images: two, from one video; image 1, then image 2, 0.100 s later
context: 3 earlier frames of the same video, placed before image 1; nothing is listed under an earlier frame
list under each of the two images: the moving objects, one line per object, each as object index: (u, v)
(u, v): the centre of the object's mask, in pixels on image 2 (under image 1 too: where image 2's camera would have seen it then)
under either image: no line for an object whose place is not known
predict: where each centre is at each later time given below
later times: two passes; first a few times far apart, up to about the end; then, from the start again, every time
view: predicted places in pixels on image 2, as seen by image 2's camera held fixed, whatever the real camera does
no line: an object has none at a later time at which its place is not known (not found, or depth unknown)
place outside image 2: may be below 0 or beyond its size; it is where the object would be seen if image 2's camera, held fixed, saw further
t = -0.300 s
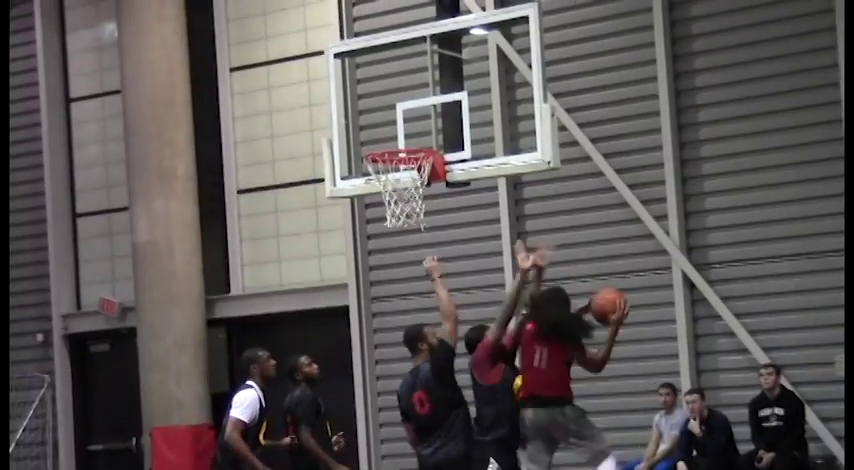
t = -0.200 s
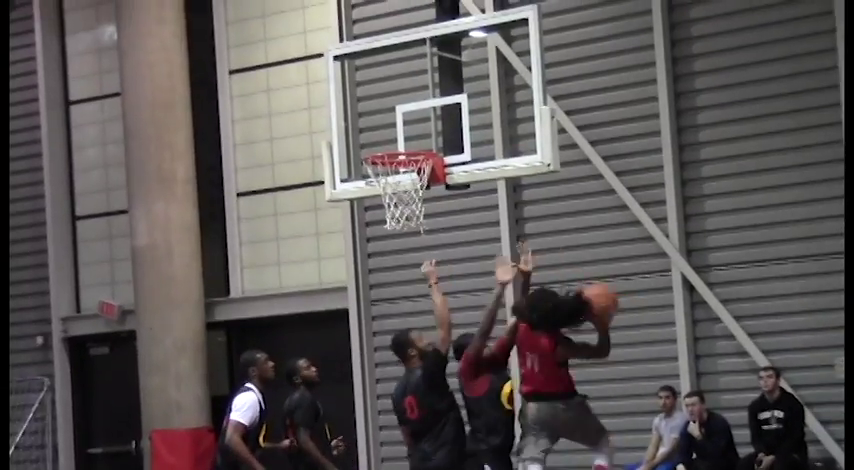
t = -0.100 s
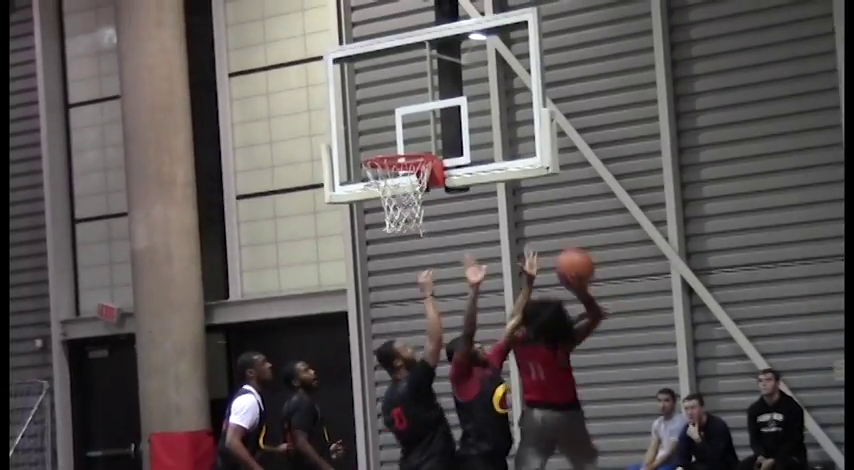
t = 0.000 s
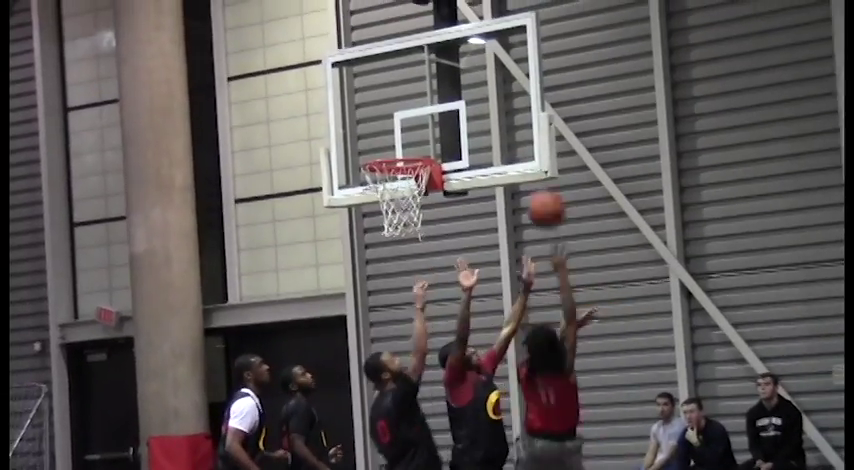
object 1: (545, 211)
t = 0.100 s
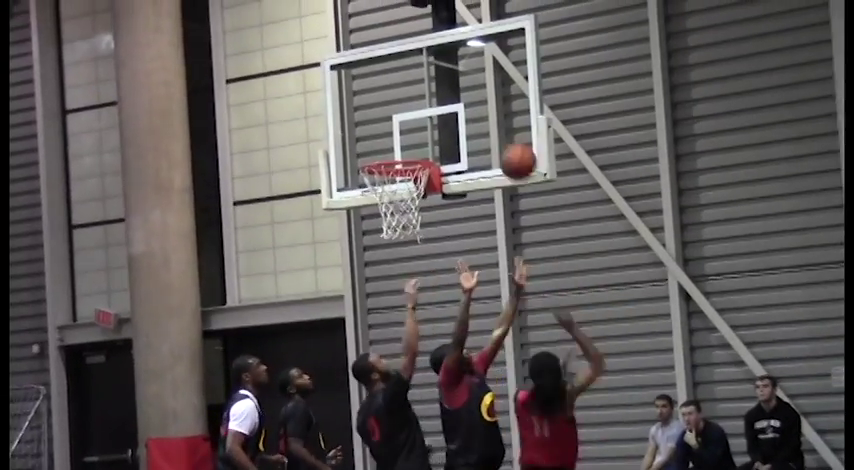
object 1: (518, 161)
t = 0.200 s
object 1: (494, 128)
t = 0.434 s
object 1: (442, 123)
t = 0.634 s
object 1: (415, 126)
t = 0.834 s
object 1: (399, 136)
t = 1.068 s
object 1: (382, 145)
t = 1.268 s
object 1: (380, 153)
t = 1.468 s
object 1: (389, 205)
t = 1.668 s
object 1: (406, 272)
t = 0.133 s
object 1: (510, 149)
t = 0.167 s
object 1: (502, 138)
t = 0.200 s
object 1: (494, 128)
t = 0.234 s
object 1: (486, 121)
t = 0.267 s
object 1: (479, 114)
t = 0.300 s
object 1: (471, 111)
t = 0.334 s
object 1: (465, 112)
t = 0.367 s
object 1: (456, 114)
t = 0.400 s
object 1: (449, 117)
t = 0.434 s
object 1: (442, 123)
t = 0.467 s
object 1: (435, 131)
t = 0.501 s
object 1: (428, 139)
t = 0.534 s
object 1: (424, 140)
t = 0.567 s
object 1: (421, 135)
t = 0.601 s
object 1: (418, 130)
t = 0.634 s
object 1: (415, 126)
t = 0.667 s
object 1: (412, 124)
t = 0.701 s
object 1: (409, 123)
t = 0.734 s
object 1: (406, 124)
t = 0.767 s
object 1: (404, 127)
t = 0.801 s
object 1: (401, 131)
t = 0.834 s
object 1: (399, 136)
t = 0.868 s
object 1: (397, 144)
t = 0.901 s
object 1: (394, 143)
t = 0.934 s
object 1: (391, 140)
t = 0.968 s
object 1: (389, 139)
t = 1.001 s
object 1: (386, 139)
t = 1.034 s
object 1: (383, 140)
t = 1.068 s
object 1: (382, 145)
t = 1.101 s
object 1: (379, 147)
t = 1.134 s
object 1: (379, 147)
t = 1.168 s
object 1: (379, 147)
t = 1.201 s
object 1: (379, 147)
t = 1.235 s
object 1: (380, 150)
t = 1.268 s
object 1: (380, 153)
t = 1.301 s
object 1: (384, 160)
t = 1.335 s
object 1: (382, 175)
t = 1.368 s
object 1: (382, 180)
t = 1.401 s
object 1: (384, 189)
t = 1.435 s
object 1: (386, 198)
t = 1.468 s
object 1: (389, 205)
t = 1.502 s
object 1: (391, 215)
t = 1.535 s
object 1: (395, 224)
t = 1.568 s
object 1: (396, 240)
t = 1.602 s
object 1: (400, 246)
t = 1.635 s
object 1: (403, 258)
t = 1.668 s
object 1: (406, 272)
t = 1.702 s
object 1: (409, 288)
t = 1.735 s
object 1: (413, 306)
